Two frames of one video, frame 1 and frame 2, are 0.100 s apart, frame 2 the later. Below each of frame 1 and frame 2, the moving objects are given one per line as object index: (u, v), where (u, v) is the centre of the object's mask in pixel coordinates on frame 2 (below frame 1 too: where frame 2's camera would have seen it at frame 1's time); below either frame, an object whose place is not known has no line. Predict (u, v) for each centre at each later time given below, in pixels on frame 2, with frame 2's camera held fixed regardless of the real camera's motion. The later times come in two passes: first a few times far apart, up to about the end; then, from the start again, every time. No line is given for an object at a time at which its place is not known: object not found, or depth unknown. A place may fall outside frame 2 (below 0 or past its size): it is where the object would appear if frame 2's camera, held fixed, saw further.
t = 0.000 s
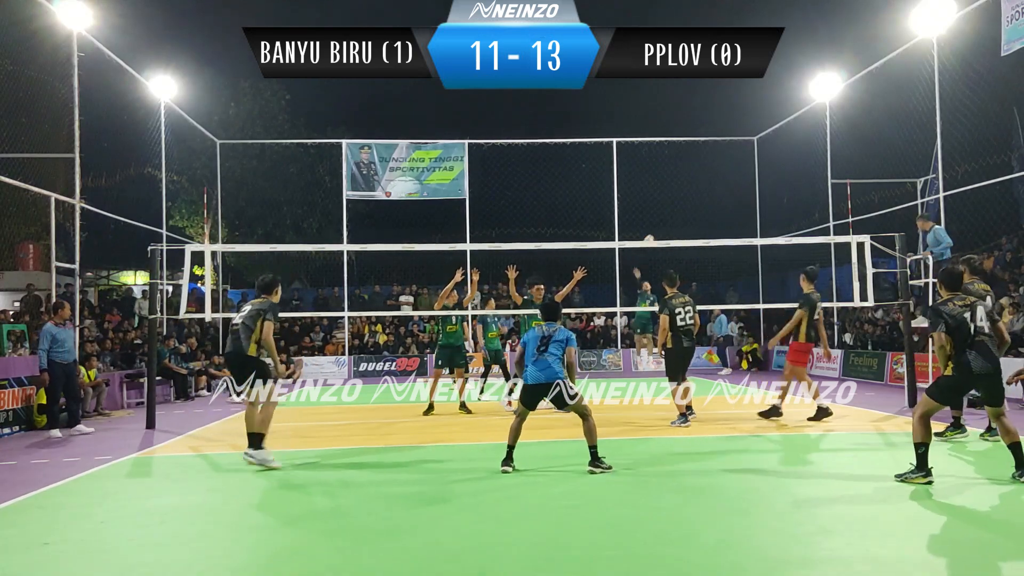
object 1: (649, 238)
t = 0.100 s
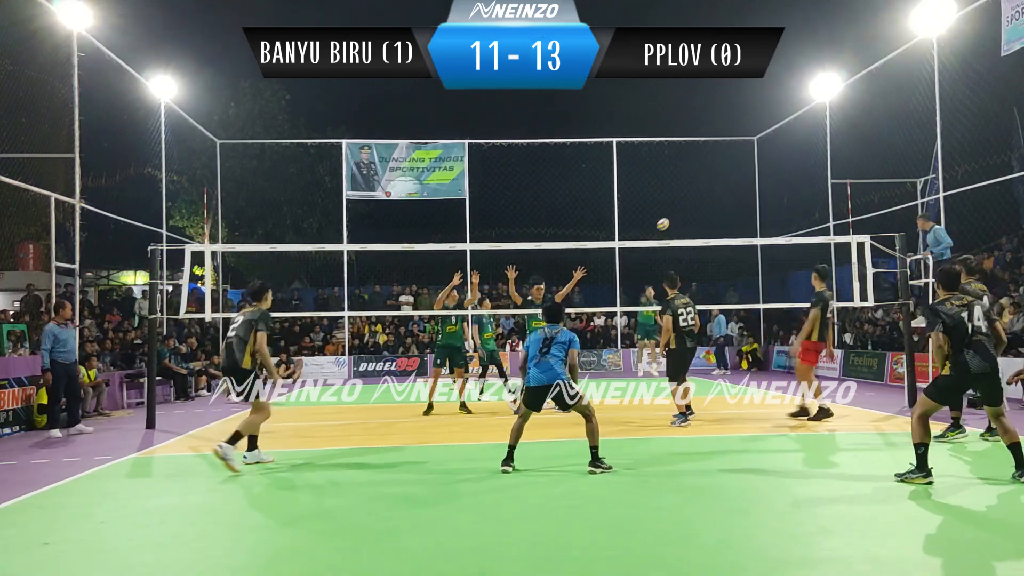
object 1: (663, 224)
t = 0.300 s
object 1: (702, 201)
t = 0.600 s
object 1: (796, 200)
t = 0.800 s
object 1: (888, 244)
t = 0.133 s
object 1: (668, 220)
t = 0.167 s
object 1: (674, 215)
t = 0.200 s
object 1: (681, 211)
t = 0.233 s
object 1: (687, 207)
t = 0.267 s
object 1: (695, 204)
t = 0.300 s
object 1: (702, 201)
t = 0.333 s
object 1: (711, 198)
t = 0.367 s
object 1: (720, 196)
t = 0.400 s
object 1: (730, 195)
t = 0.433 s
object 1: (740, 194)
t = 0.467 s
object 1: (750, 193)
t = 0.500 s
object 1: (761, 193)
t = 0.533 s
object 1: (772, 195)
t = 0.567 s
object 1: (784, 197)
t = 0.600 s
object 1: (796, 200)
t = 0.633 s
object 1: (808, 204)
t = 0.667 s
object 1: (821, 209)
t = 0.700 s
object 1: (835, 215)
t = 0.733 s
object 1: (852, 223)
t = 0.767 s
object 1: (869, 232)
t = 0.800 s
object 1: (888, 244)
